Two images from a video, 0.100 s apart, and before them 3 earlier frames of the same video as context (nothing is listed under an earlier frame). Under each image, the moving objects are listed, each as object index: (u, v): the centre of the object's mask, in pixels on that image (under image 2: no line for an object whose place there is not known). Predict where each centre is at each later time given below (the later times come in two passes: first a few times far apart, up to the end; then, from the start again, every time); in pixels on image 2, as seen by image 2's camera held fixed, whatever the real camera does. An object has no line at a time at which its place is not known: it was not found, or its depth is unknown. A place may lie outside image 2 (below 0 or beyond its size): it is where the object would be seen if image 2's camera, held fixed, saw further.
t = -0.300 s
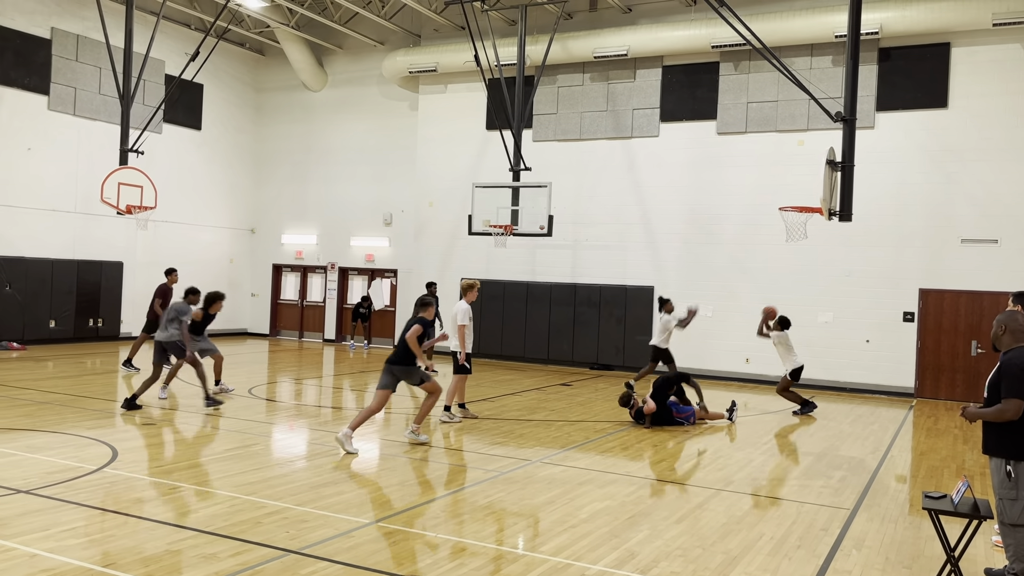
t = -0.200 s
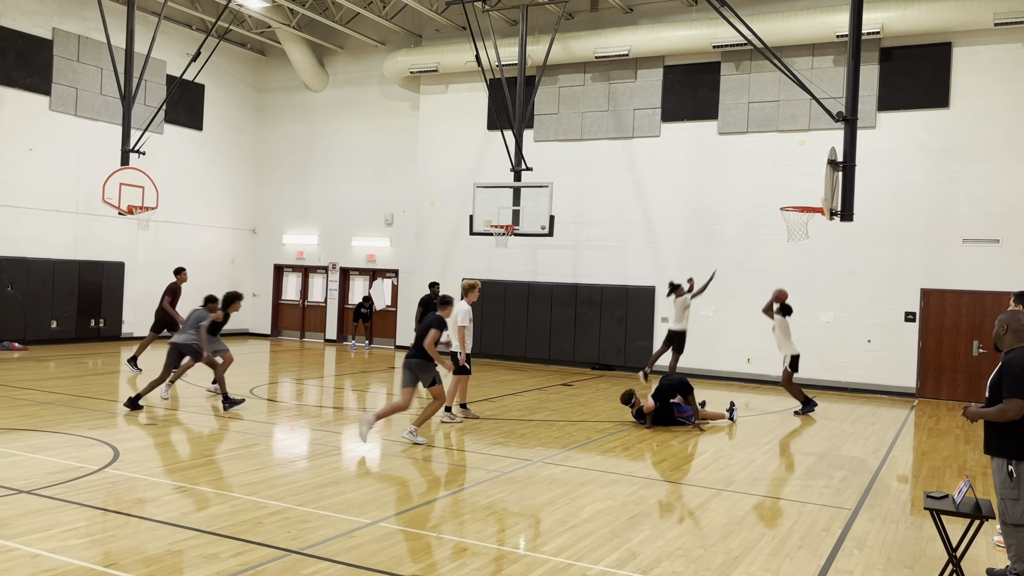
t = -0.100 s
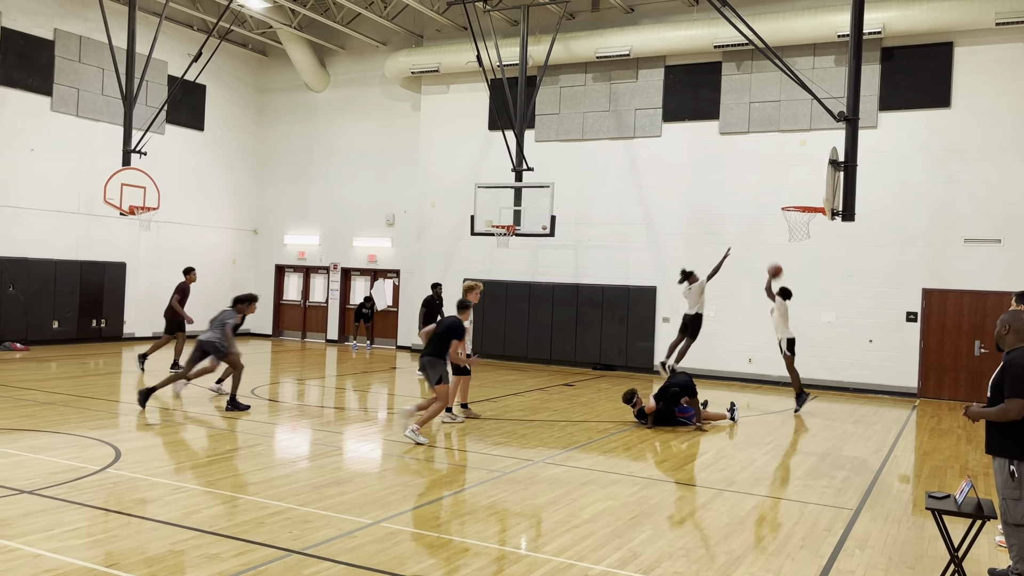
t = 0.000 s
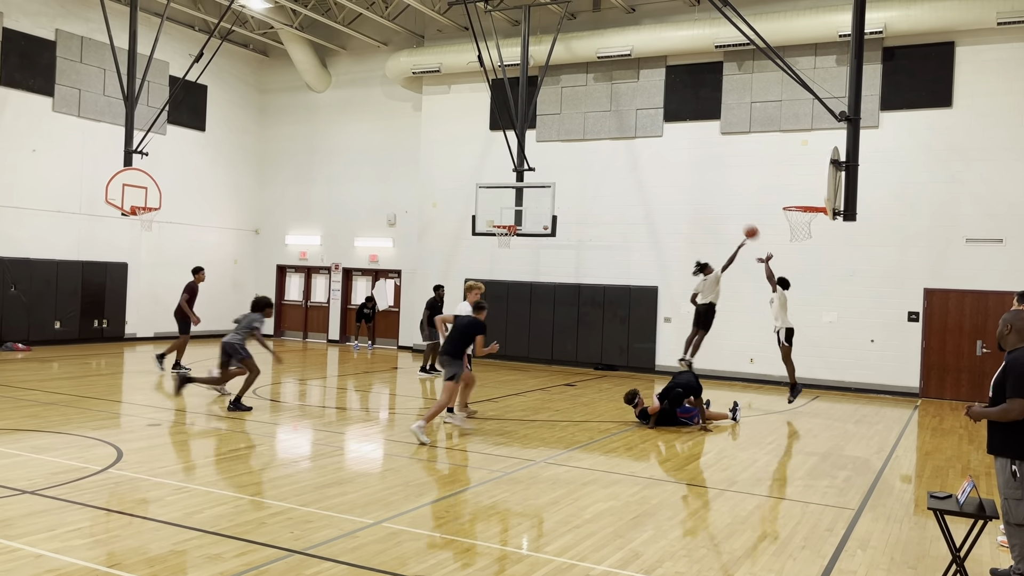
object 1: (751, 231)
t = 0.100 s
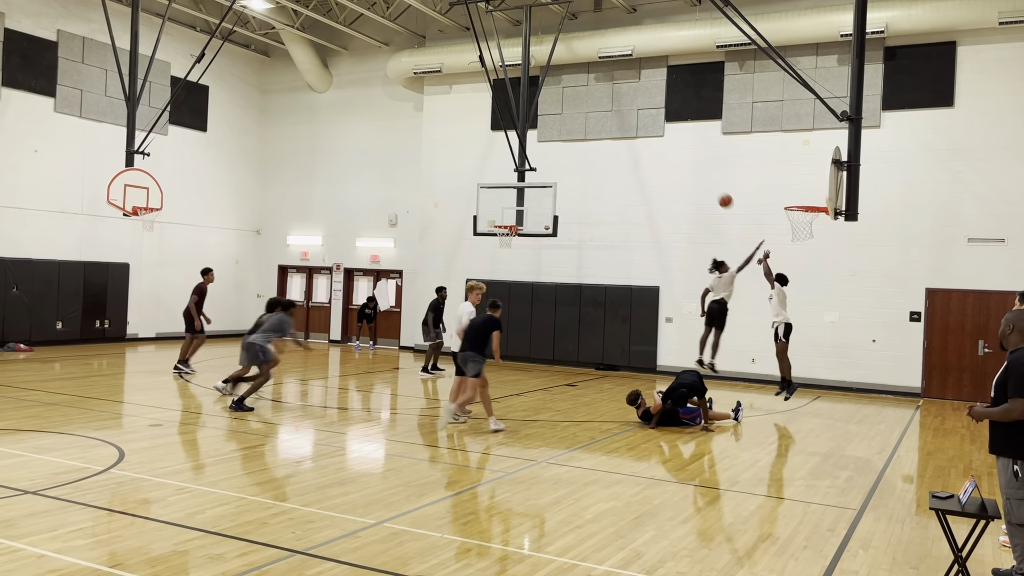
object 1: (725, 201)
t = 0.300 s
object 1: (675, 160)
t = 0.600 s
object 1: (605, 147)
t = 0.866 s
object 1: (550, 173)
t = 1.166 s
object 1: (500, 212)
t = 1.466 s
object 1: (474, 194)
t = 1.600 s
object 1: (463, 200)
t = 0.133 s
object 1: (717, 192)
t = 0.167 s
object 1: (708, 184)
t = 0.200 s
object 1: (699, 177)
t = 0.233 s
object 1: (691, 171)
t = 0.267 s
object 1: (683, 165)
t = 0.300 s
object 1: (675, 160)
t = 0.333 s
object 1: (666, 156)
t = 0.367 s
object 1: (658, 153)
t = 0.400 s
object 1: (651, 150)
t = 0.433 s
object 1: (643, 148)
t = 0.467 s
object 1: (635, 147)
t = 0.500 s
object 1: (628, 146)
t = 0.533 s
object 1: (620, 146)
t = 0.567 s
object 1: (613, 146)
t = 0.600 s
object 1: (605, 147)
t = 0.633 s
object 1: (598, 148)
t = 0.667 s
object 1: (591, 150)
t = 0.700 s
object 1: (584, 153)
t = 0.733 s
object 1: (577, 156)
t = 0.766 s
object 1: (570, 160)
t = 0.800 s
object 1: (563, 164)
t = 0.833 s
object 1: (556, 168)
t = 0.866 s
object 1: (550, 173)
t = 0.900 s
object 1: (543, 179)
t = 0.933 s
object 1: (537, 185)
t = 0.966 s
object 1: (530, 192)
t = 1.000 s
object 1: (523, 198)
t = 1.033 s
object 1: (517, 205)
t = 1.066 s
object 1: (511, 213)
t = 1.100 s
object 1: (505, 221)
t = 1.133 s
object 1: (502, 216)
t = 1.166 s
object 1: (500, 212)
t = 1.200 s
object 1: (497, 208)
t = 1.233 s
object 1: (494, 204)
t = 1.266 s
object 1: (491, 201)
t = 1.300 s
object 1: (488, 199)
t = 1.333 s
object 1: (486, 197)
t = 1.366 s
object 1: (483, 195)
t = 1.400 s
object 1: (480, 194)
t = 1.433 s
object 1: (477, 194)
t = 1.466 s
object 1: (474, 194)
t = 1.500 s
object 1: (471, 195)
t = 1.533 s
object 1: (469, 196)
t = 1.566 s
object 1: (466, 198)
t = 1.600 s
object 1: (463, 200)
